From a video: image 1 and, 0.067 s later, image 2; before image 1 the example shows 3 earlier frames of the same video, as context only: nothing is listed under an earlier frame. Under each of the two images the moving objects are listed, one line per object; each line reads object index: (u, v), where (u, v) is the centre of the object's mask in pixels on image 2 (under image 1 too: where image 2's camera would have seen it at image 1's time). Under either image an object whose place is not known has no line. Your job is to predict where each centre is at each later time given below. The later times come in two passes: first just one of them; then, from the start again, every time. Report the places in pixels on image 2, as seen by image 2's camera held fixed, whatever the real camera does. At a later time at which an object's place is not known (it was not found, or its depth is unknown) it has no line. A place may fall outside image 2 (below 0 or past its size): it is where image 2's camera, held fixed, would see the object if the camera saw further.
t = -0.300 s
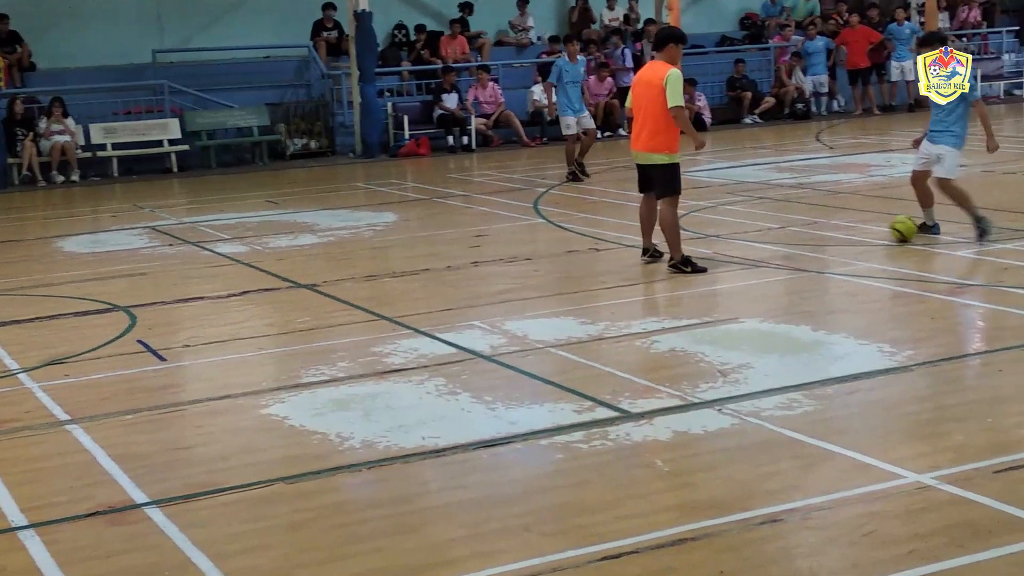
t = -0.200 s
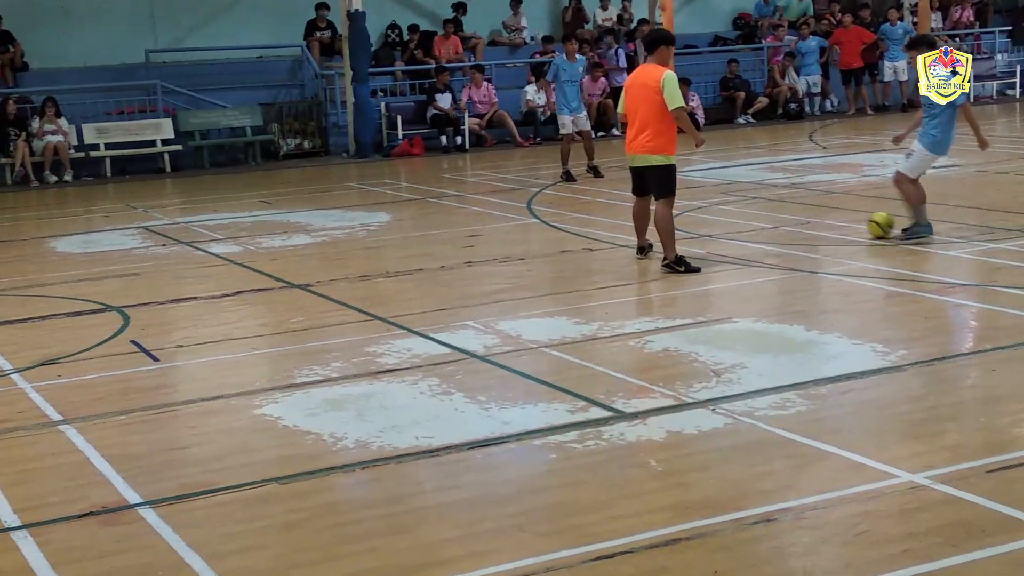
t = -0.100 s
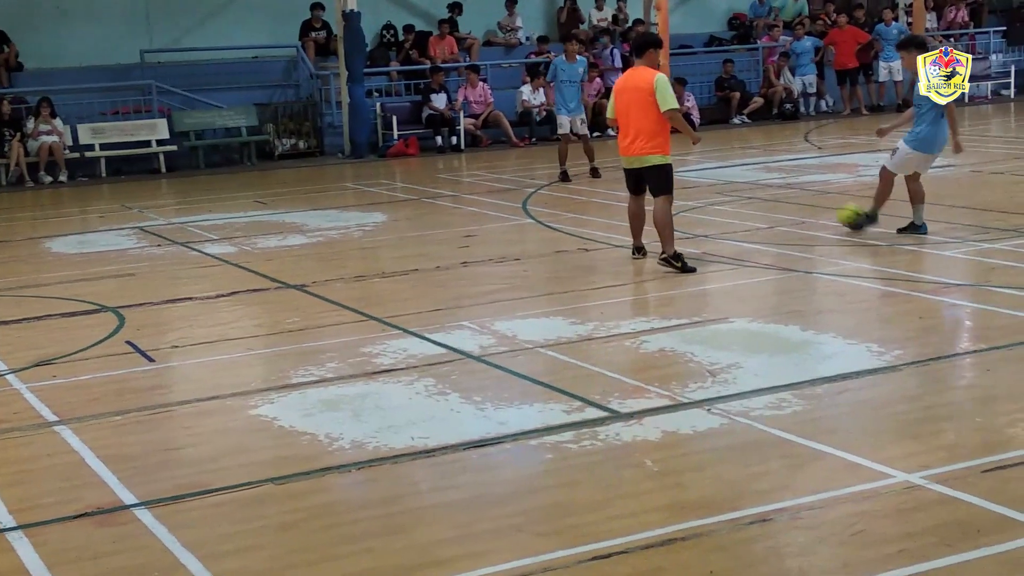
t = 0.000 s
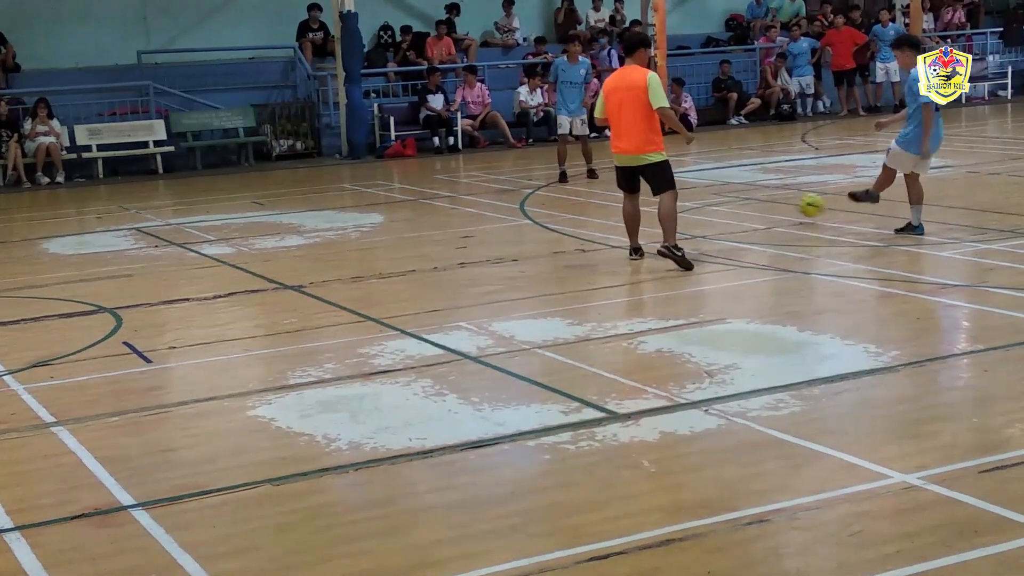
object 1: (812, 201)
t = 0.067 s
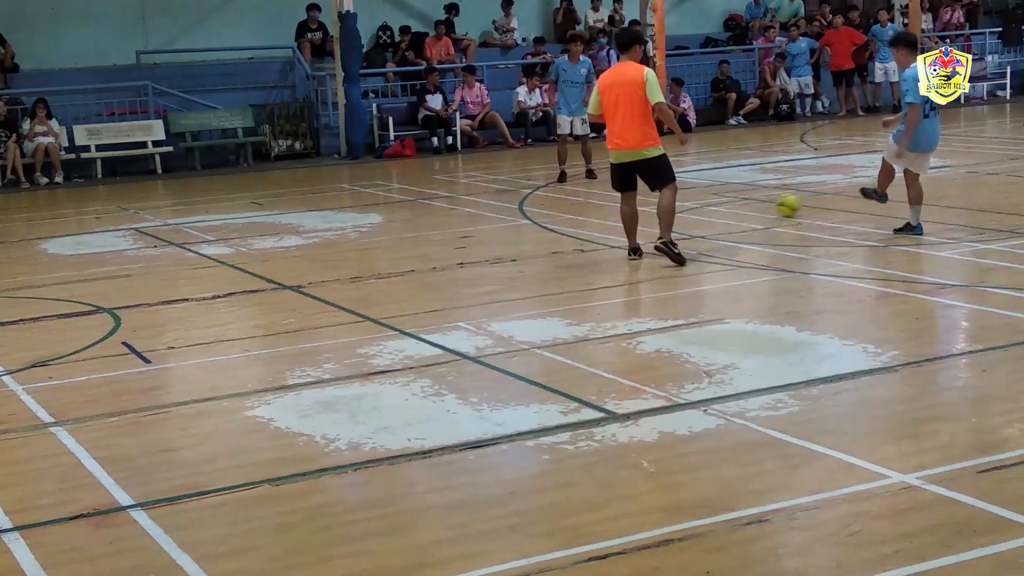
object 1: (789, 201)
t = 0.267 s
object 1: (738, 192)
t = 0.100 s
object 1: (779, 199)
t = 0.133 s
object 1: (770, 193)
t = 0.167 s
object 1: (763, 191)
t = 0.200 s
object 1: (755, 192)
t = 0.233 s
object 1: (745, 190)
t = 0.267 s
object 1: (738, 192)
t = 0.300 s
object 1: (731, 188)
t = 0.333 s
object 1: (725, 190)
